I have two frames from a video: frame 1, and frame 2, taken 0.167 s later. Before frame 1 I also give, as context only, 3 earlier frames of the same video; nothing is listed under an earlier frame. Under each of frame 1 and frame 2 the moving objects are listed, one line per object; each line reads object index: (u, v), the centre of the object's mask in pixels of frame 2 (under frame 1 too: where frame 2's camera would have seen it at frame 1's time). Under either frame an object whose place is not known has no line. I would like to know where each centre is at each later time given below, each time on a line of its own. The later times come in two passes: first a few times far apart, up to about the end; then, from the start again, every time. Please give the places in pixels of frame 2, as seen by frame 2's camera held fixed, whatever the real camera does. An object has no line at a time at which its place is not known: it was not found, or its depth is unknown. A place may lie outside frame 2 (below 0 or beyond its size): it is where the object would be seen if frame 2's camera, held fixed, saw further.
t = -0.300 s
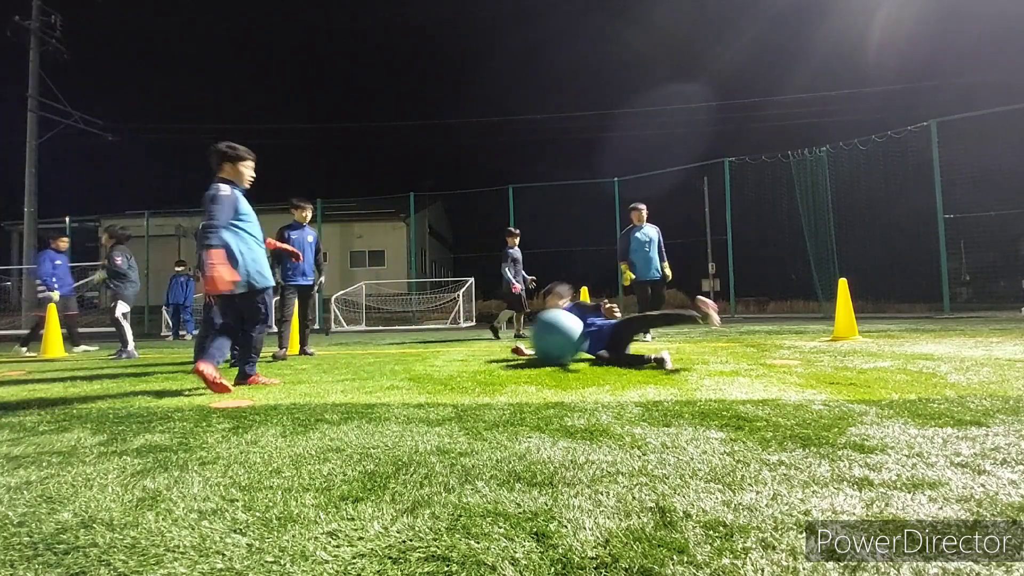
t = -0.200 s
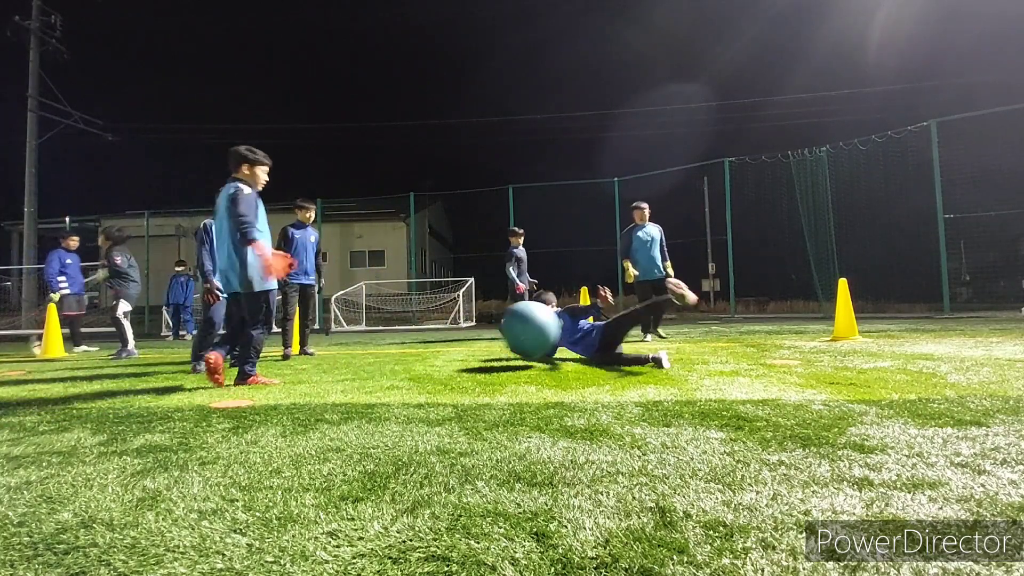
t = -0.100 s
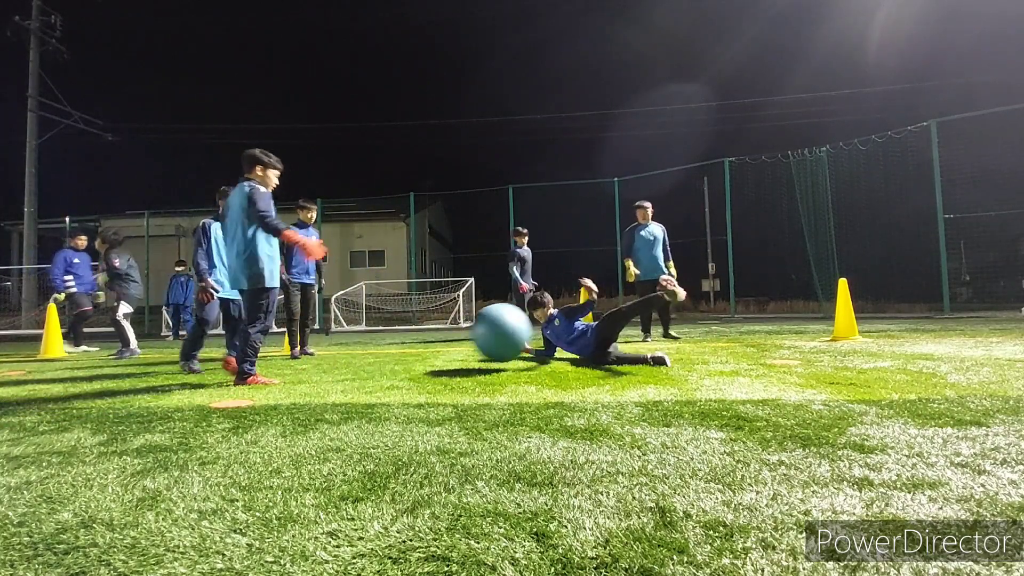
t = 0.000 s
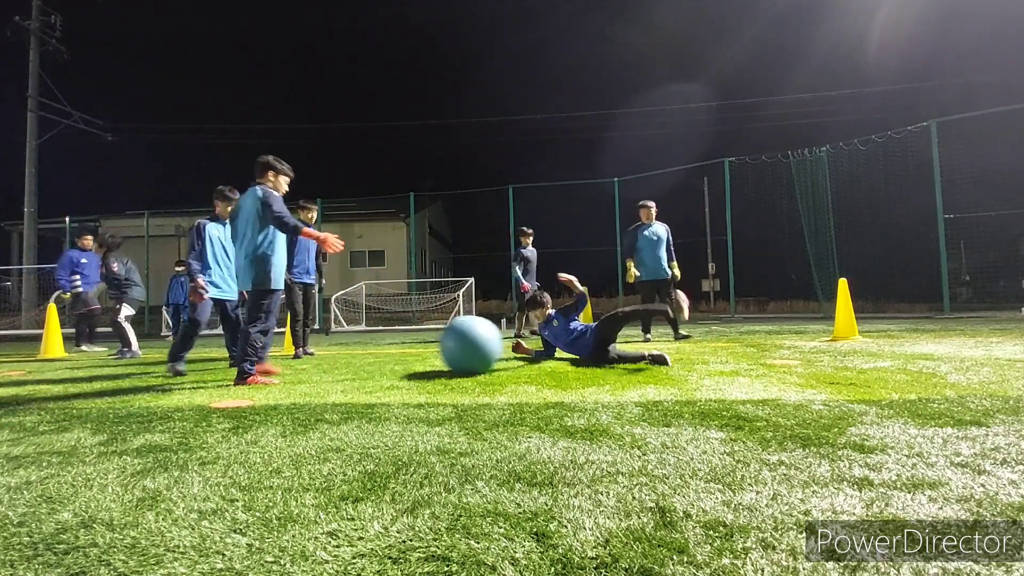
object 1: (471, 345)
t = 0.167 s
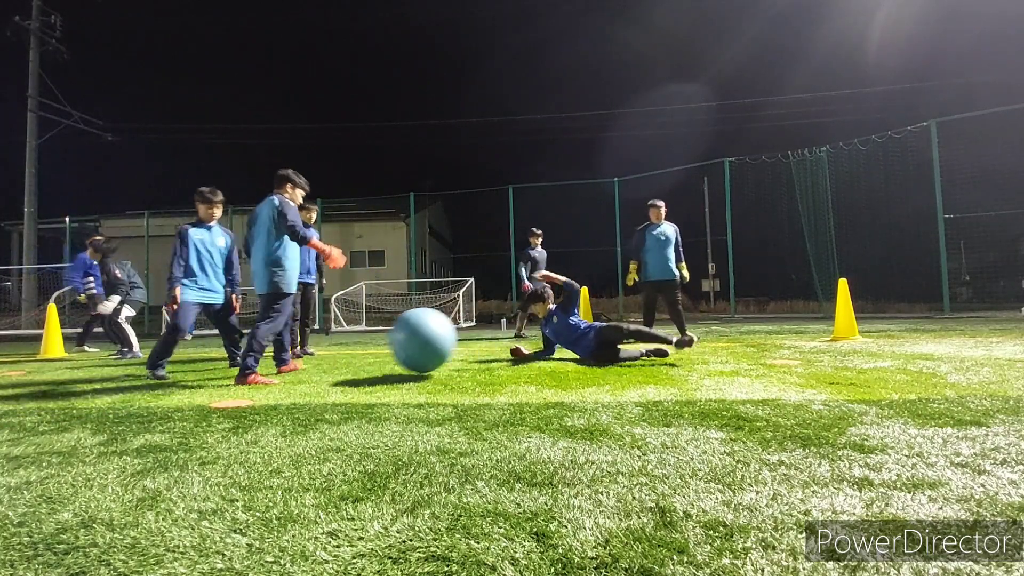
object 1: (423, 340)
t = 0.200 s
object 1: (413, 342)
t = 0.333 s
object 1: (369, 348)
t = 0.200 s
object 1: (413, 342)
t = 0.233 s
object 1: (403, 345)
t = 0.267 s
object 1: (392, 349)
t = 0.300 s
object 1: (381, 349)
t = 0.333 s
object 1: (369, 348)
